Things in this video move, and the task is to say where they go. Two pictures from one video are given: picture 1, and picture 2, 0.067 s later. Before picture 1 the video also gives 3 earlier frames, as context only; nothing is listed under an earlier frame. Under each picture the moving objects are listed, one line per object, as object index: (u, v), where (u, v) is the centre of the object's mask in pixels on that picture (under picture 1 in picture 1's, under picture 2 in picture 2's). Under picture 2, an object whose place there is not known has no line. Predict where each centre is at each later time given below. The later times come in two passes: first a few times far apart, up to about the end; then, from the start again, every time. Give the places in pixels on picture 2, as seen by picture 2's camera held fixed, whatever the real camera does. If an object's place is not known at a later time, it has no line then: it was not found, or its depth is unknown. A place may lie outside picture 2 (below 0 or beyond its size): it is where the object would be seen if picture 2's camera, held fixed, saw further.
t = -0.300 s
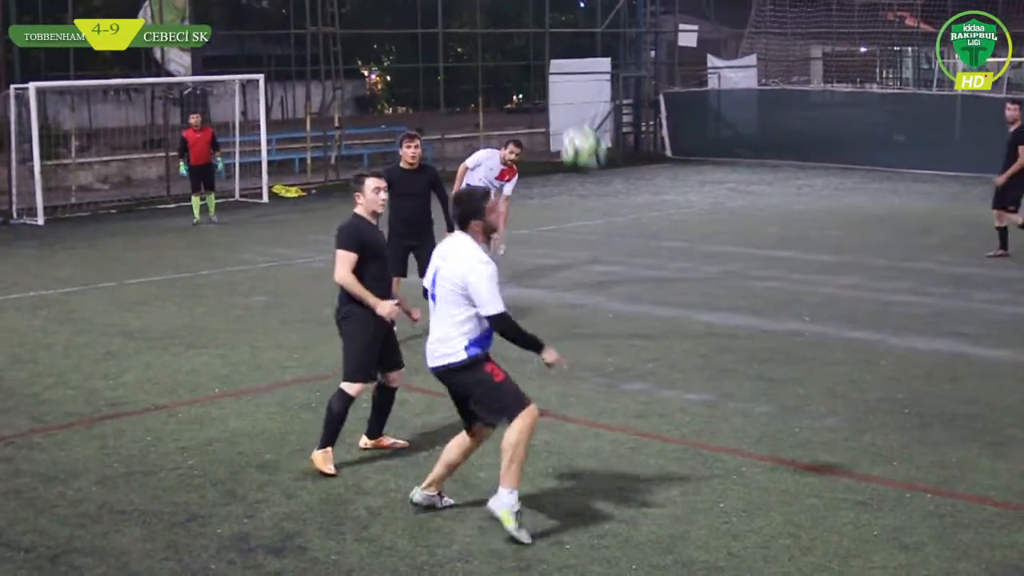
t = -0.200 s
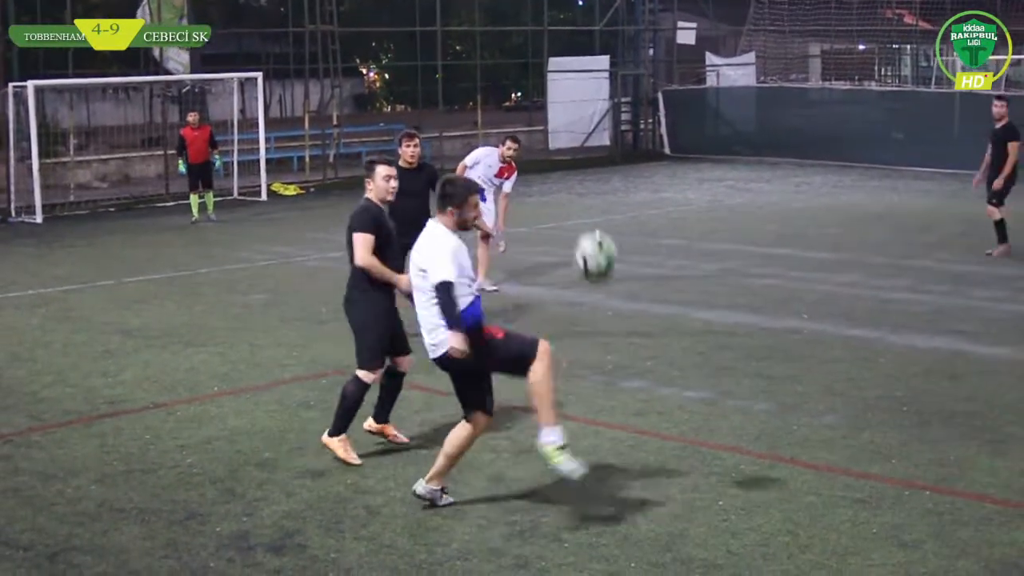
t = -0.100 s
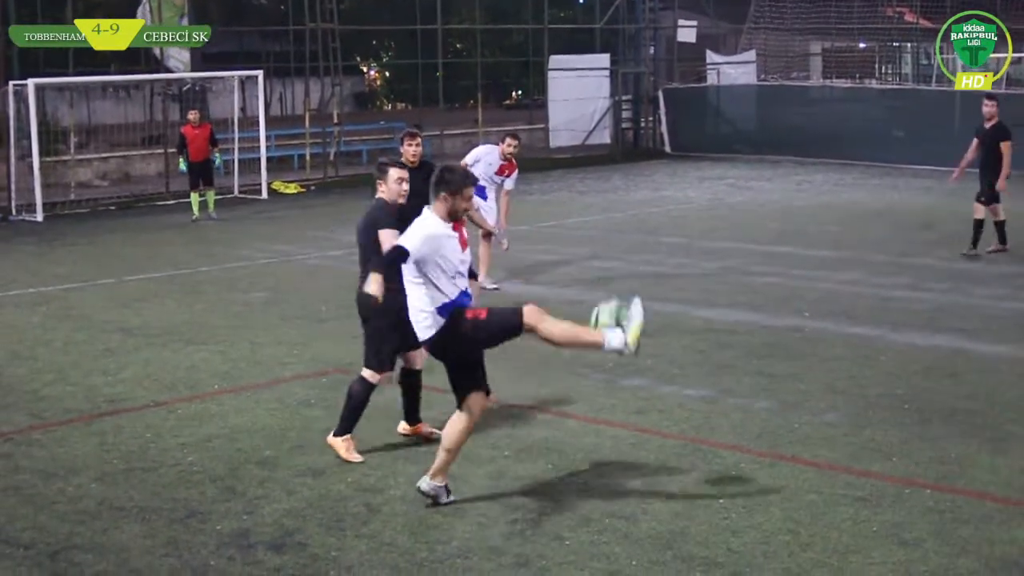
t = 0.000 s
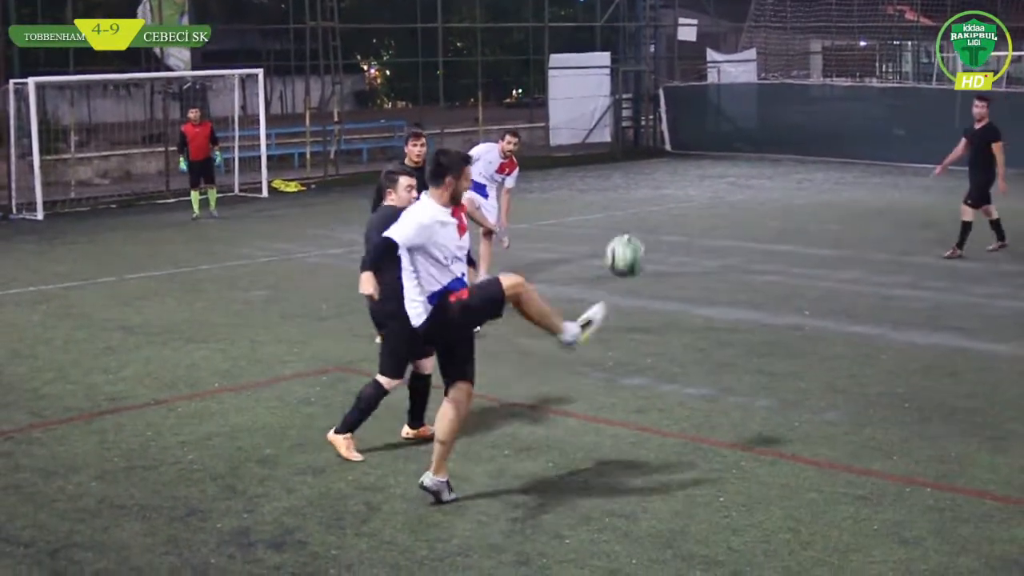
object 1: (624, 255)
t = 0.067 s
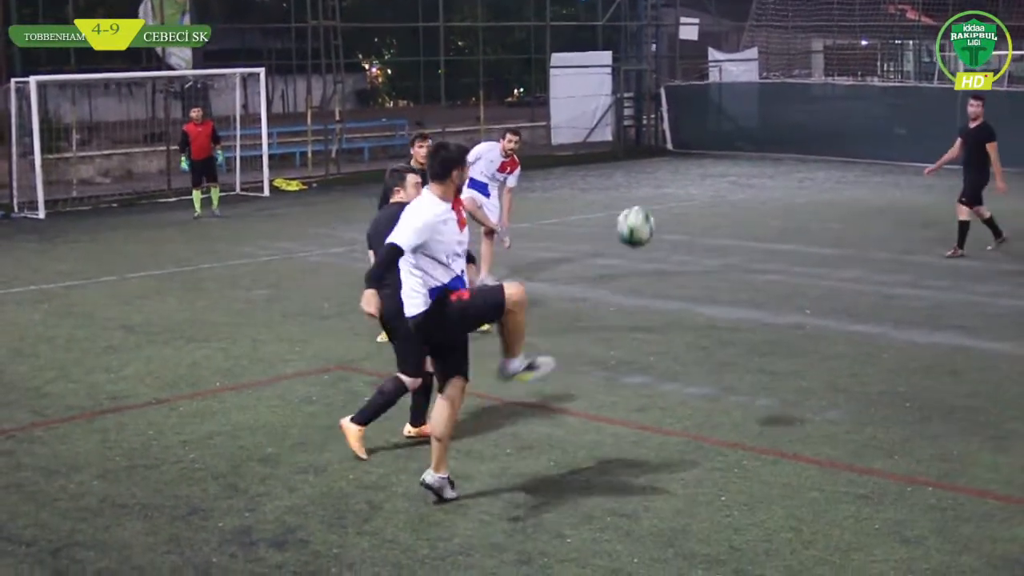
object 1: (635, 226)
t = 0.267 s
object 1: (656, 197)
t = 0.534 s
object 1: (678, 253)
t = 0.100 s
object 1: (639, 215)
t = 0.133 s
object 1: (643, 208)
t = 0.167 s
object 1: (646, 202)
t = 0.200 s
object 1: (649, 198)
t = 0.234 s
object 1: (652, 197)
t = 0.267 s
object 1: (656, 197)
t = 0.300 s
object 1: (659, 199)
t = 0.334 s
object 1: (662, 202)
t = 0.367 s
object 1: (665, 208)
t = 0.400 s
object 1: (668, 214)
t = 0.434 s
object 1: (671, 221)
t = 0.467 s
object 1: (673, 230)
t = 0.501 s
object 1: (676, 241)
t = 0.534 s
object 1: (678, 253)
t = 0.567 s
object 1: (680, 266)
